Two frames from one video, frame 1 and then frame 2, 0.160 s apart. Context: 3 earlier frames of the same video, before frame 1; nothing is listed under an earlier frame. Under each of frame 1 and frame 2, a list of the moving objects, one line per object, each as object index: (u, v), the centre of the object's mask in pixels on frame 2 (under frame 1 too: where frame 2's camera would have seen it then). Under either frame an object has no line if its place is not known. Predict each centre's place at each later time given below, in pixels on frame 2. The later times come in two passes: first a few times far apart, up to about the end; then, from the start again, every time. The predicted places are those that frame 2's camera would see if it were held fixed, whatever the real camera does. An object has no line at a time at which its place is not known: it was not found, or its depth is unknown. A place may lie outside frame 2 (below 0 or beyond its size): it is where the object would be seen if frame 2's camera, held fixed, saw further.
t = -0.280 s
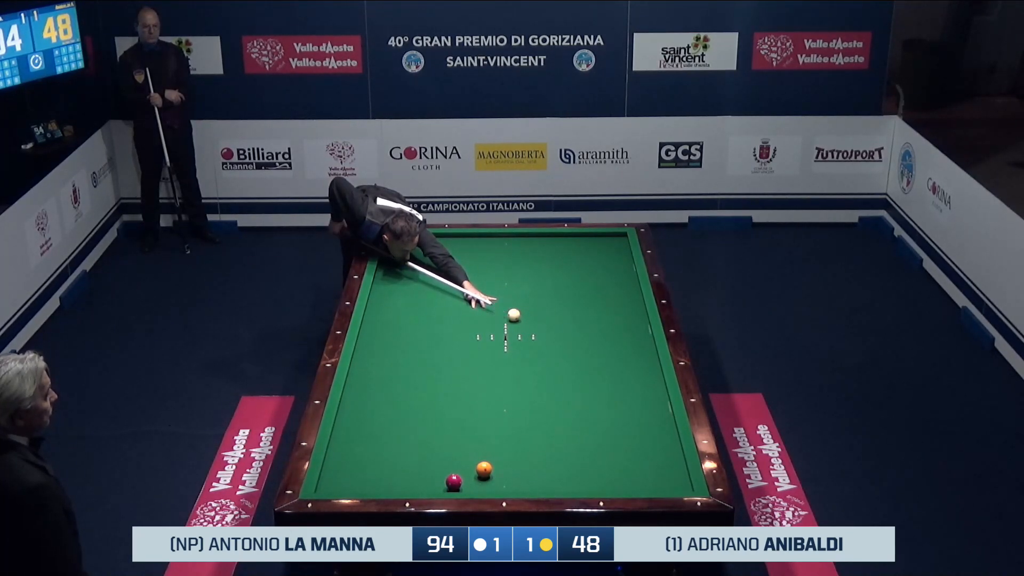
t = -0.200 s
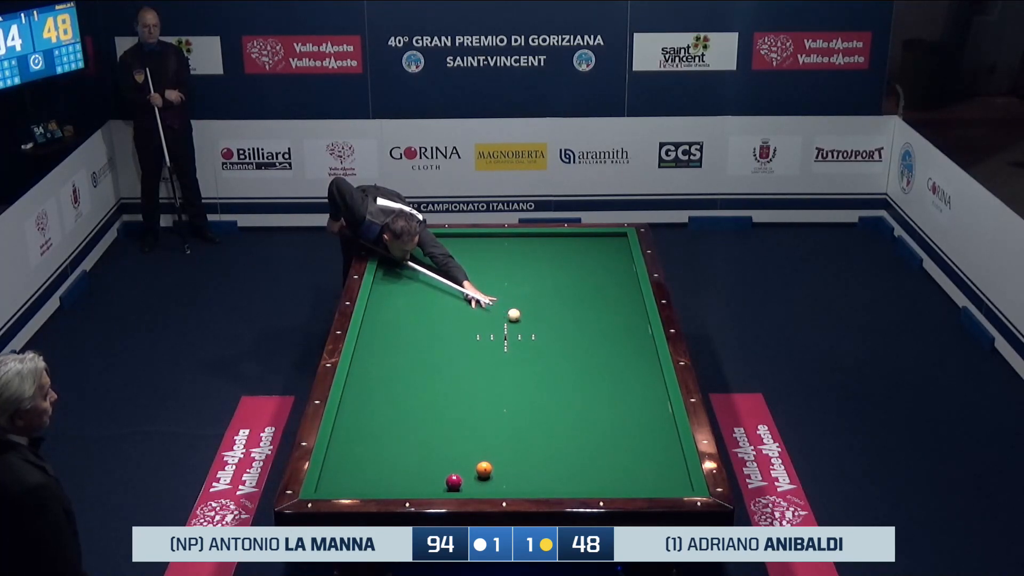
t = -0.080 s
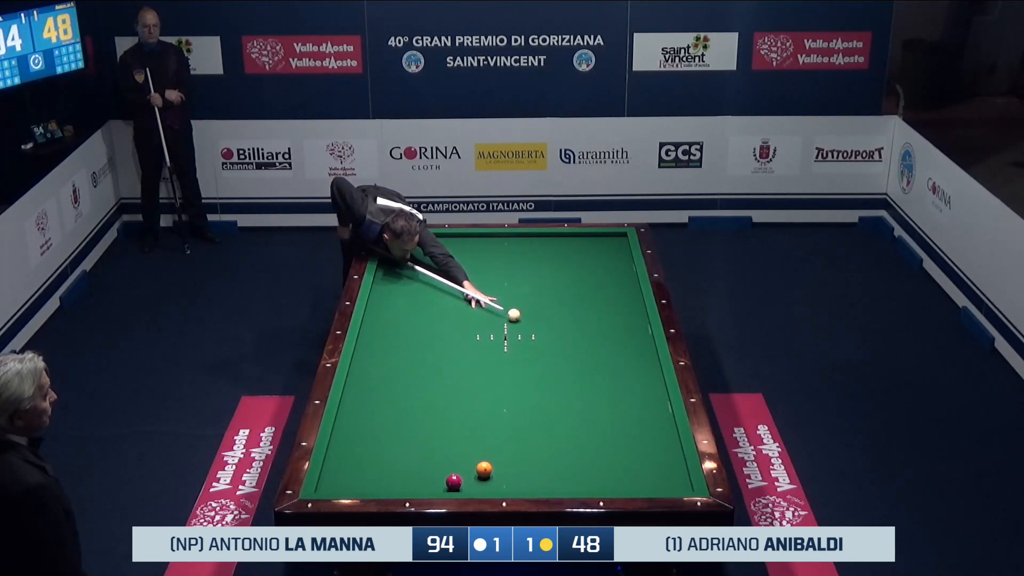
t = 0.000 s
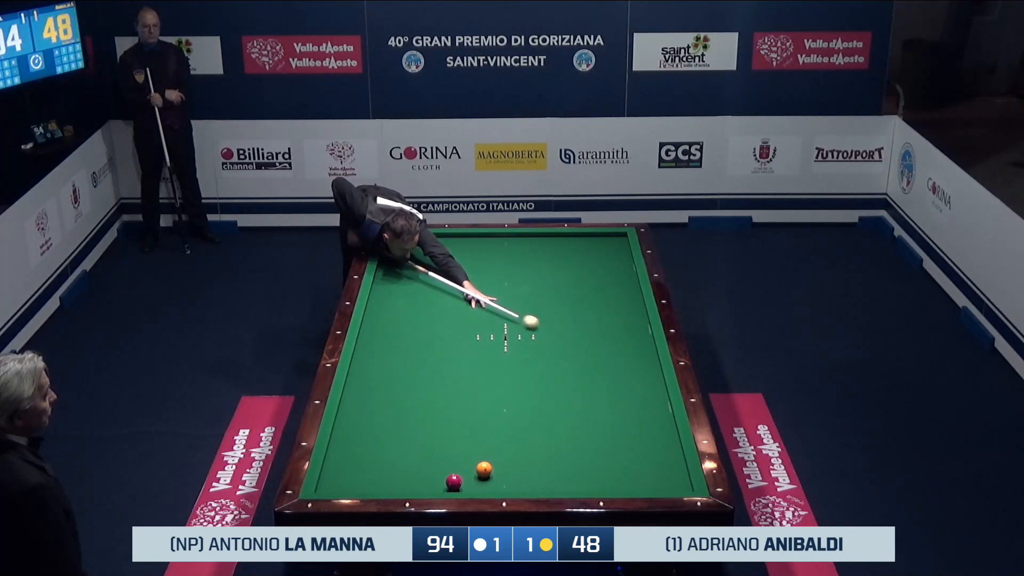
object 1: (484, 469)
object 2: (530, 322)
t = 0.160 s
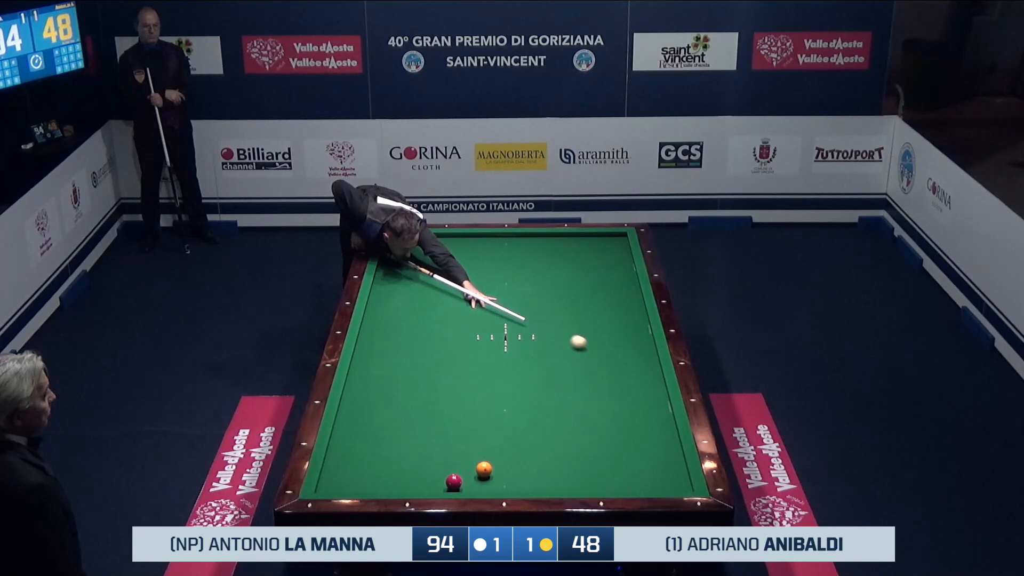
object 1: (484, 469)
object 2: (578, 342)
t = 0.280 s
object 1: (484, 469)
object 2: (614, 358)
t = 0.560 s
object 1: (484, 469)
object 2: (629, 395)
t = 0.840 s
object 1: (484, 469)
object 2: (584, 434)
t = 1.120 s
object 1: (484, 469)
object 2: (535, 480)
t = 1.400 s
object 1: (463, 461)
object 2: (496, 475)
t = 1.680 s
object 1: (419, 443)
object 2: (486, 469)
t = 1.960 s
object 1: (380, 428)
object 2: (477, 464)
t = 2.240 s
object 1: (344, 413)
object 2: (468, 459)
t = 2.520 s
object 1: (369, 403)
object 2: (460, 455)
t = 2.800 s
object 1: (390, 394)
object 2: (453, 451)
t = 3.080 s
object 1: (411, 385)
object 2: (447, 447)
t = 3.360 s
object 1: (430, 377)
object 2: (441, 444)
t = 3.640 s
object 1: (448, 369)
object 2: (435, 440)
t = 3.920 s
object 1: (464, 362)
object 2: (431, 437)
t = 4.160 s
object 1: (478, 356)
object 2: (427, 435)
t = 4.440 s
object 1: (493, 350)
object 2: (424, 432)
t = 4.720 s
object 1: (507, 343)
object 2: (420, 430)
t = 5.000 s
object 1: (520, 338)
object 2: (417, 428)
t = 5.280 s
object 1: (533, 332)
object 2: (415, 427)
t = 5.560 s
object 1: (544, 327)
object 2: (413, 426)
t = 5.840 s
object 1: (555, 323)
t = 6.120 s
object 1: (565, 318)
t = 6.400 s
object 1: (575, 314)
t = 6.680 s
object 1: (584, 309)
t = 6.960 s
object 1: (593, 306)
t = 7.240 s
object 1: (600, 302)
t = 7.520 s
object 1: (608, 299)
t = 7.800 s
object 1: (615, 295)
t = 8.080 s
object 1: (621, 292)
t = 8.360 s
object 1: (627, 289)
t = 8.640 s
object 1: (632, 287)
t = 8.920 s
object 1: (633, 285)
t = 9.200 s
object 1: (630, 283)
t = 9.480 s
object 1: (627, 282)
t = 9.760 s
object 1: (625, 281)
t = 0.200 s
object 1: (484, 469)
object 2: (590, 347)
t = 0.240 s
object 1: (484, 469)
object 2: (602, 352)
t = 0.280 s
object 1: (484, 469)
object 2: (614, 358)
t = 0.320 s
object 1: (484, 469)
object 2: (627, 363)
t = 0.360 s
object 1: (484, 469)
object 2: (639, 369)
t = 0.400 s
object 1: (484, 469)
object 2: (652, 374)
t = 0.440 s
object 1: (484, 469)
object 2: (654, 379)
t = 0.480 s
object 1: (484, 469)
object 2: (645, 385)
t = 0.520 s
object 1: (484, 469)
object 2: (637, 390)
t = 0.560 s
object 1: (484, 469)
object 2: (629, 395)
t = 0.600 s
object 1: (484, 469)
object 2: (622, 401)
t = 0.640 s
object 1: (484, 469)
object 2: (615, 406)
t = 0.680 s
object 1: (484, 469)
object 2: (609, 411)
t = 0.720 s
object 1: (484, 469)
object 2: (603, 417)
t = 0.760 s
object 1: (484, 469)
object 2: (597, 423)
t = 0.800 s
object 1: (484, 469)
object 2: (590, 429)
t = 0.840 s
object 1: (484, 469)
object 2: (584, 434)
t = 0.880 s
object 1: (484, 469)
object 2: (577, 441)
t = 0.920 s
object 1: (484, 469)
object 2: (570, 447)
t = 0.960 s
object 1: (484, 469)
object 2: (563, 454)
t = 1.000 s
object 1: (484, 469)
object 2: (556, 460)
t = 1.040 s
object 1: (484, 469)
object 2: (549, 466)
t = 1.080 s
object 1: (484, 469)
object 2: (542, 473)
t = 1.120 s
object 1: (484, 469)
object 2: (535, 480)
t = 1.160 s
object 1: (484, 469)
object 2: (527, 484)
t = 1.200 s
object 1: (484, 469)
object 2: (519, 486)
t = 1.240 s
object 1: (484, 469)
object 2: (509, 483)
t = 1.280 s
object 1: (484, 469)
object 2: (501, 479)
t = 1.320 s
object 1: (480, 468)
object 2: (496, 476)
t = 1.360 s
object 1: (471, 464)
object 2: (496, 475)
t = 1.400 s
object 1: (463, 461)
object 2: (496, 475)
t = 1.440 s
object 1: (456, 458)
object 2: (494, 474)
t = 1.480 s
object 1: (449, 455)
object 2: (493, 473)
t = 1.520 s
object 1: (443, 453)
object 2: (492, 472)
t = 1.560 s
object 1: (436, 450)
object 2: (490, 471)
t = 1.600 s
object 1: (431, 448)
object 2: (489, 471)
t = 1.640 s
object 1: (425, 446)
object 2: (487, 470)
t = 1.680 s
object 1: (419, 443)
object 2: (486, 469)
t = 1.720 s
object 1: (413, 441)
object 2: (484, 468)
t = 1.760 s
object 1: (407, 438)
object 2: (483, 468)
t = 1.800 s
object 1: (402, 437)
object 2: (482, 467)
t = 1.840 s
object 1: (396, 434)
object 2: (480, 466)
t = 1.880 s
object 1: (391, 432)
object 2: (479, 465)
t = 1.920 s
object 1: (385, 429)
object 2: (478, 465)
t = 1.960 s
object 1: (380, 428)
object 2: (477, 464)
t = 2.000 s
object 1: (374, 425)
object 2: (476, 463)
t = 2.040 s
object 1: (369, 423)
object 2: (474, 463)
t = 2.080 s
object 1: (364, 421)
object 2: (473, 462)
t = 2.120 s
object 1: (358, 419)
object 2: (472, 461)
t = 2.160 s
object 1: (353, 417)
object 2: (471, 461)
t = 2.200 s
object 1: (348, 415)
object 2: (469, 460)
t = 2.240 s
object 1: (344, 413)
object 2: (468, 459)
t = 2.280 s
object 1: (348, 411)
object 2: (467, 459)
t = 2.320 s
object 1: (352, 410)
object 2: (466, 458)
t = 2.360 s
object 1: (356, 409)
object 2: (464, 457)
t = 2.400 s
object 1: (359, 407)
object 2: (463, 457)
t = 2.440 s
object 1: (362, 406)
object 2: (463, 456)
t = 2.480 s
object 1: (366, 405)
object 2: (461, 455)
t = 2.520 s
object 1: (369, 403)
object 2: (460, 455)
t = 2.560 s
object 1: (372, 402)
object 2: (459, 454)
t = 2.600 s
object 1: (375, 400)
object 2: (458, 454)
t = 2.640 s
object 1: (378, 399)
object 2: (457, 453)
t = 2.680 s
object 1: (381, 398)
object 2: (456, 452)
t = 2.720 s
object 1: (384, 397)
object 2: (455, 452)
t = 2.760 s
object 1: (387, 395)
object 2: (454, 451)
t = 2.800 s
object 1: (390, 394)
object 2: (453, 451)
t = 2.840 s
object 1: (393, 393)
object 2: (452, 450)
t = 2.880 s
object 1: (396, 392)
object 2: (451, 450)
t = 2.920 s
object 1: (399, 390)
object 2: (450, 449)
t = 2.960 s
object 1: (402, 389)
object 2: (449, 449)
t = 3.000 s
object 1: (405, 388)
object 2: (448, 448)
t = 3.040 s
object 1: (408, 387)
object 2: (448, 447)
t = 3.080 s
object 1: (411, 385)
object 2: (447, 447)
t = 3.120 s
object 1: (413, 384)
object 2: (446, 446)
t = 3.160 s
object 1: (416, 383)
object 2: (445, 446)
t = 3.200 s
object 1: (419, 382)
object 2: (444, 445)
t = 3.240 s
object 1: (422, 381)
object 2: (443, 445)
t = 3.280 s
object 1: (424, 379)
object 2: (442, 445)
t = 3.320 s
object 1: (427, 378)
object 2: (441, 444)
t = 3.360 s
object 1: (430, 377)
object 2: (441, 444)
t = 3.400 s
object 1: (432, 376)
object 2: (440, 443)
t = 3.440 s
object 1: (435, 375)
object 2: (439, 442)
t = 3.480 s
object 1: (437, 374)
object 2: (438, 442)
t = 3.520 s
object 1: (440, 373)
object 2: (437, 441)
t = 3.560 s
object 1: (443, 372)
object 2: (437, 441)
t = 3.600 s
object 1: (445, 371)
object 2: (436, 440)
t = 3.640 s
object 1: (448, 369)
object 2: (435, 440)
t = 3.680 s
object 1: (450, 368)
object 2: (435, 439)
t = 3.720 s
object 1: (452, 367)
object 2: (434, 439)
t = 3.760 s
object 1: (455, 366)
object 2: (434, 438)
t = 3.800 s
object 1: (457, 365)
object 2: (433, 438)
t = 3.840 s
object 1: (460, 364)
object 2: (432, 438)
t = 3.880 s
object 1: (462, 363)
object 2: (432, 437)
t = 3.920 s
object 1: (464, 362)
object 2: (431, 437)
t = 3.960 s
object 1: (467, 361)
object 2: (430, 437)
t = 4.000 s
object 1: (469, 360)
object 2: (430, 436)
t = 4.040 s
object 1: (471, 359)
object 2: (429, 436)
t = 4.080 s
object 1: (473, 358)
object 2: (429, 435)
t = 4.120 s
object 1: (476, 357)
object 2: (428, 435)
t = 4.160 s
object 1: (478, 356)
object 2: (427, 435)
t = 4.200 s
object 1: (480, 355)
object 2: (427, 434)
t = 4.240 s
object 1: (482, 354)
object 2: (426, 434)
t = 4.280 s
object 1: (484, 353)
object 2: (426, 433)
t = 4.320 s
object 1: (486, 352)
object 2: (425, 433)
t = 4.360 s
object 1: (488, 352)
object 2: (424, 433)
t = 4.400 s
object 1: (491, 351)
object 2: (424, 433)
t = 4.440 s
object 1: (493, 350)
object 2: (424, 432)
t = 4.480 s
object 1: (495, 349)
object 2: (423, 432)
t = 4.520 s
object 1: (497, 348)
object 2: (422, 432)
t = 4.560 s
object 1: (498, 347)
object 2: (422, 431)
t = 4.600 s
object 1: (501, 346)
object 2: (422, 431)
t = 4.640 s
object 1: (503, 345)
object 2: (421, 431)
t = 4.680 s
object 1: (505, 344)
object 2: (421, 430)
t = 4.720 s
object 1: (507, 343)
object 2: (420, 430)
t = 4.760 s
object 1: (509, 343)
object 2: (420, 430)
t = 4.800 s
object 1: (511, 342)
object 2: (419, 430)
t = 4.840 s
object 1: (513, 341)
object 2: (419, 429)
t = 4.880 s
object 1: (515, 340)
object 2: (418, 429)
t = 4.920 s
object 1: (517, 339)
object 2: (418, 429)
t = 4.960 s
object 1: (518, 339)
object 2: (418, 429)
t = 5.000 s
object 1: (520, 338)
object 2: (417, 428)
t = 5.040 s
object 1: (522, 337)
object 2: (417, 428)
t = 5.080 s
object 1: (524, 336)
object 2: (416, 428)
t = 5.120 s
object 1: (526, 335)
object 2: (416, 428)
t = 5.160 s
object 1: (527, 335)
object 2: (416, 428)
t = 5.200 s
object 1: (529, 334)
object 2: (415, 428)
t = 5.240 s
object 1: (531, 333)
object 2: (415, 427)
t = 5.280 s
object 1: (533, 332)
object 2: (415, 427)
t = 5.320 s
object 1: (534, 332)
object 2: (414, 427)
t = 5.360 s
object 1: (536, 331)
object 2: (414, 427)
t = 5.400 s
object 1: (538, 330)
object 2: (414, 427)
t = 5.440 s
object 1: (539, 329)
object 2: (414, 426)
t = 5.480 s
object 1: (541, 329)
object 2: (413, 426)
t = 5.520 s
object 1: (543, 328)
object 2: (413, 426)
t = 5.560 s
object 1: (544, 327)
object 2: (413, 426)
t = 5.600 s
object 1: (546, 326)
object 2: (412, 426)
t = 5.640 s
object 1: (547, 326)
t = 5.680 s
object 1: (549, 325)
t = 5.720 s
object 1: (551, 324)
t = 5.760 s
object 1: (552, 324)
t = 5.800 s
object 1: (554, 323)
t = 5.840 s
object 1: (555, 323)
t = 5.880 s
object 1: (557, 322)
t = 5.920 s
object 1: (558, 321)
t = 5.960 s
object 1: (560, 320)
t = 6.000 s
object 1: (561, 320)
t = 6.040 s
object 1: (563, 319)
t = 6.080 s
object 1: (564, 319)
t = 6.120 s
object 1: (565, 318)
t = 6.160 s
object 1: (567, 317)
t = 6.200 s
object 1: (568, 317)
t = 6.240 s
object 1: (570, 316)
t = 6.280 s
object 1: (571, 315)
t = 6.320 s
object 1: (572, 315)
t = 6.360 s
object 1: (574, 314)
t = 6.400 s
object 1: (575, 314)
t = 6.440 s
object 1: (576, 313)
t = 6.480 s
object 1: (578, 312)
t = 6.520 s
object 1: (579, 312)
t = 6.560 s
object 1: (580, 311)
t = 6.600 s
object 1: (581, 310)
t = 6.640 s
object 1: (583, 310)
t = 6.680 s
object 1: (584, 309)
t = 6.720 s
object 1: (585, 309)
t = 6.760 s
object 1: (587, 308)
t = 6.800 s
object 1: (588, 308)
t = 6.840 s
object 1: (589, 307)
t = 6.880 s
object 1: (590, 307)
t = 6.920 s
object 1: (591, 306)
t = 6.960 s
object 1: (593, 306)
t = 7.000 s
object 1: (594, 305)
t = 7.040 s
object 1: (595, 305)
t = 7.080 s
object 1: (596, 304)
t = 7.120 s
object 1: (597, 303)
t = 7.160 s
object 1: (598, 303)
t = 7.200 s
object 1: (599, 303)
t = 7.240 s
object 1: (600, 302)
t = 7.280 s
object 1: (602, 301)
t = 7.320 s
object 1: (603, 301)
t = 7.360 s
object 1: (604, 300)
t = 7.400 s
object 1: (605, 300)
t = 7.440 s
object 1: (606, 300)
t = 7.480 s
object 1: (607, 299)
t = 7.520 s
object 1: (608, 299)
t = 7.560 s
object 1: (609, 298)
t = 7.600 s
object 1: (610, 298)
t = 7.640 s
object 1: (611, 297)
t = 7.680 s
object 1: (612, 297)
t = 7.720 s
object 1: (613, 296)
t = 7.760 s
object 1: (614, 296)
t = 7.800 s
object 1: (615, 295)
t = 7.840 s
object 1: (616, 295)
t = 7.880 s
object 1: (617, 294)
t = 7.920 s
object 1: (617, 294)
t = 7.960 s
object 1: (618, 293)
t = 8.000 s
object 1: (619, 293)
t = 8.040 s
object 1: (620, 293)
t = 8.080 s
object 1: (621, 292)
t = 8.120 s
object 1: (622, 292)
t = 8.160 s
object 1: (623, 291)
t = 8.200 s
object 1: (624, 291)
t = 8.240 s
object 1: (624, 291)
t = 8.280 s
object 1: (625, 290)
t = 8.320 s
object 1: (626, 290)
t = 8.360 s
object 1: (627, 289)
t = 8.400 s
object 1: (628, 289)
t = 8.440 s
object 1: (629, 289)
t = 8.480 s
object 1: (629, 288)
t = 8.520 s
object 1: (630, 288)
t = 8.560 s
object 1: (631, 288)
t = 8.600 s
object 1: (631, 287)
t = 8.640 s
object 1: (632, 287)
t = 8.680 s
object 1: (633, 286)
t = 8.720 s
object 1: (634, 286)
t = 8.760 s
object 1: (634, 286)
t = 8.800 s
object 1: (634, 285)
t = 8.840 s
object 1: (634, 285)
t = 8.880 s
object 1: (633, 285)
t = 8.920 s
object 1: (633, 285)
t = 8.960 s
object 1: (632, 285)
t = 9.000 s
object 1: (632, 284)
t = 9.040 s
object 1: (631, 284)
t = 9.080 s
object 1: (631, 284)
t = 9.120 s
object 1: (630, 284)
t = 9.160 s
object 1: (630, 284)
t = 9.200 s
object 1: (630, 283)
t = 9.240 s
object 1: (629, 283)
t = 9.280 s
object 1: (629, 283)
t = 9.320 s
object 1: (628, 283)
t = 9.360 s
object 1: (628, 283)
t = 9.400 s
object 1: (627, 282)
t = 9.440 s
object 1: (627, 282)
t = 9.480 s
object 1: (627, 282)
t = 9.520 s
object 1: (626, 282)
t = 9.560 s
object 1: (626, 282)
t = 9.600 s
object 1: (626, 282)
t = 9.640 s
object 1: (625, 282)
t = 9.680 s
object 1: (625, 281)
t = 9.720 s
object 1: (625, 281)
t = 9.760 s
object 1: (625, 281)
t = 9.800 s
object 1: (624, 281)
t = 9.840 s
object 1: (624, 281)
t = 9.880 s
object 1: (624, 280)
